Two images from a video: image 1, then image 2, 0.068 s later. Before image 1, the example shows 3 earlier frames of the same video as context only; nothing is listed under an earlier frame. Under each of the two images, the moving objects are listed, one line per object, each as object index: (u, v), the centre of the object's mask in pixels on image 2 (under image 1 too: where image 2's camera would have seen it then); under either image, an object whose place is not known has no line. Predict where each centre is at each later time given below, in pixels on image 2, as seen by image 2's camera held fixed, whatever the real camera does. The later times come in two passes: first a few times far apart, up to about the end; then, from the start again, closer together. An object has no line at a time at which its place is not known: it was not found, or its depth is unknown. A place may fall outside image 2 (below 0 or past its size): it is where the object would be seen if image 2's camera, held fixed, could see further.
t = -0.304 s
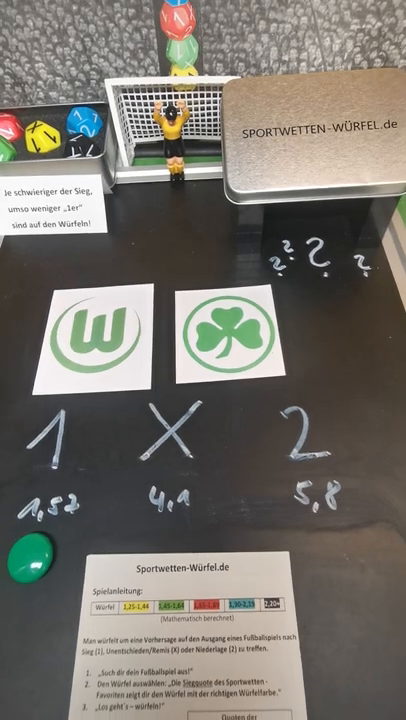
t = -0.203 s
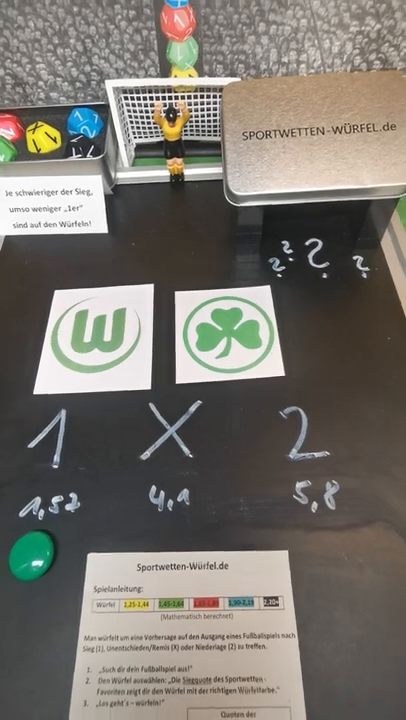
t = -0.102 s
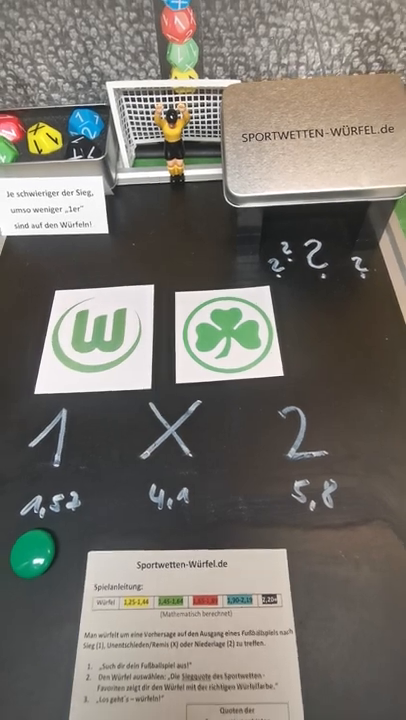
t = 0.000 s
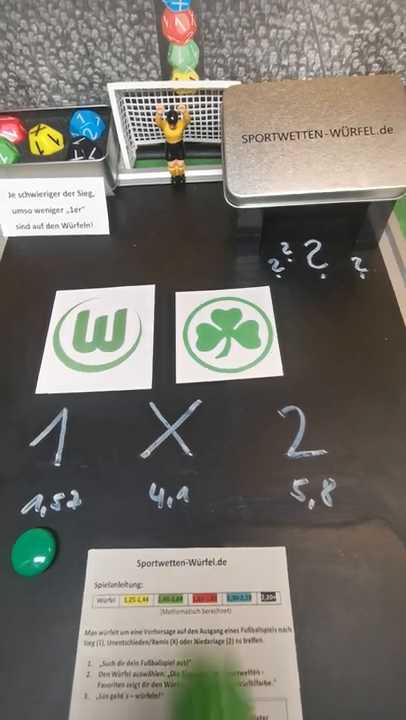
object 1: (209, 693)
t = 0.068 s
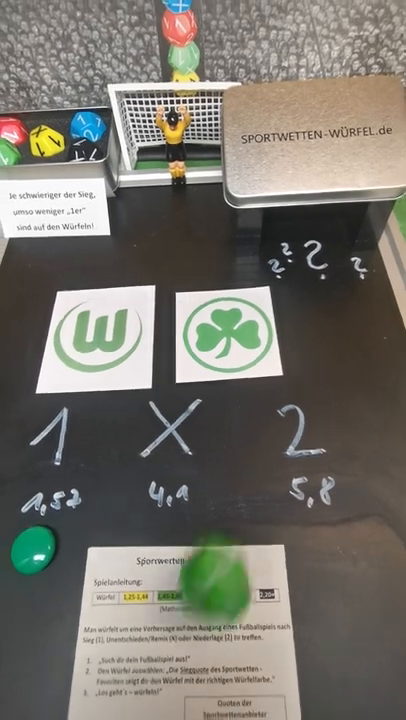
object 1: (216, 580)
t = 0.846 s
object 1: (221, 272)
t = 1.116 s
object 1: (230, 258)
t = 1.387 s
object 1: (229, 264)
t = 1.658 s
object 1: (223, 265)
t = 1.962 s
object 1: (224, 263)
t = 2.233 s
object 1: (224, 263)
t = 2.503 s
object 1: (224, 264)
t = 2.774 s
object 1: (224, 264)
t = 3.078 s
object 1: (224, 264)
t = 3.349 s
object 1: (223, 264)
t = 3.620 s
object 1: (224, 264)
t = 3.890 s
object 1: (224, 264)
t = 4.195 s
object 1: (224, 264)
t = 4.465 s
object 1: (224, 264)
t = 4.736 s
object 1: (224, 264)
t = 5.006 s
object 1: (224, 263)
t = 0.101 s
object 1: (224, 534)
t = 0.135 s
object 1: (232, 503)
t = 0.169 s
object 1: (237, 482)
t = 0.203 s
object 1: (239, 459)
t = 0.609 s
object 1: (188, 314)
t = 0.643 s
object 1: (191, 307)
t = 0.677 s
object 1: (192, 299)
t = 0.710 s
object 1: (199, 291)
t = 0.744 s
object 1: (205, 286)
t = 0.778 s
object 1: (212, 280)
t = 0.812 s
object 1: (218, 276)
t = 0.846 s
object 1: (221, 272)
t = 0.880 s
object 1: (224, 269)
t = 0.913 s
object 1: (226, 266)
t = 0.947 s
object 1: (231, 260)
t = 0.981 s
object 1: (234, 256)
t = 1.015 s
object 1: (234, 256)
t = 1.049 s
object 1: (233, 256)
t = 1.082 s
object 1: (231, 256)
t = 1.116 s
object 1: (230, 258)
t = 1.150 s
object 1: (227, 261)
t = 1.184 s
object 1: (222, 263)
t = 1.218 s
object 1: (218, 262)
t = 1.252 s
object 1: (216, 261)
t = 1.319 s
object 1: (219, 263)
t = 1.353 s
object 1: (224, 264)
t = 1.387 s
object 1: (229, 264)
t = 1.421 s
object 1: (229, 265)
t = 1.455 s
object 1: (226, 266)
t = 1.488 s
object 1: (223, 263)
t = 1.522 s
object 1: (223, 260)
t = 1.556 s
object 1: (225, 260)
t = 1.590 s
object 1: (225, 263)
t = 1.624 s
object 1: (221, 265)
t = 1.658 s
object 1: (223, 265)
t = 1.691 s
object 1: (226, 262)
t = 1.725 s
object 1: (225, 261)
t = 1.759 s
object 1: (223, 264)
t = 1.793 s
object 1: (224, 265)
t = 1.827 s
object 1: (225, 264)
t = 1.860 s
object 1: (223, 262)
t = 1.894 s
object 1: (223, 263)
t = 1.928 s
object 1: (225, 264)
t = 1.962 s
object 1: (224, 263)
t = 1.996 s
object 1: (223, 264)
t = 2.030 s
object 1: (224, 263)
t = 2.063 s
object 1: (224, 263)
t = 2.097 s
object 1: (224, 264)
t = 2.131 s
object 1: (224, 263)
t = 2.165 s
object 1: (224, 263)
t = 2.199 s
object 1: (224, 264)
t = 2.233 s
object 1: (224, 263)
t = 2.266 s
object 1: (224, 264)
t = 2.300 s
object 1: (224, 263)
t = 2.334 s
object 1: (224, 263)
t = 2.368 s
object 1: (224, 264)
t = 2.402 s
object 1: (224, 264)
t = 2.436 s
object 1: (224, 264)
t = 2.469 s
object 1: (224, 264)
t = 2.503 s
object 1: (224, 264)
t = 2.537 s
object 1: (224, 264)
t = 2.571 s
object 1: (224, 264)
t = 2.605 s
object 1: (224, 264)
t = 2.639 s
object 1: (224, 264)
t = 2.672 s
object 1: (223, 264)
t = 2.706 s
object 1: (224, 264)
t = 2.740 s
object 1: (224, 264)
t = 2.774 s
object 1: (224, 264)
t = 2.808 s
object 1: (223, 264)
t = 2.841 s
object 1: (224, 264)
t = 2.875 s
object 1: (224, 264)
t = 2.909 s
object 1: (224, 264)
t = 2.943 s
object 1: (224, 264)
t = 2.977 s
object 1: (224, 264)
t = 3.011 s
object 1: (224, 264)
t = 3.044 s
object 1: (224, 264)
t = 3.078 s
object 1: (224, 264)
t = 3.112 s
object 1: (224, 264)
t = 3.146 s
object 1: (224, 264)
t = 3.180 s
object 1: (224, 264)
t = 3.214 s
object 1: (224, 264)
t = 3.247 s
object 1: (224, 264)
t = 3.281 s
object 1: (224, 264)
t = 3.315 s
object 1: (223, 264)
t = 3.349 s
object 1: (223, 264)
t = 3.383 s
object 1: (223, 264)
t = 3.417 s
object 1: (223, 264)
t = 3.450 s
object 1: (224, 264)
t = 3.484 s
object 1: (224, 264)
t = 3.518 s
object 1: (224, 264)
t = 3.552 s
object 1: (224, 264)
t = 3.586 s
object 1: (224, 264)
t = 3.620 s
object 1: (224, 264)
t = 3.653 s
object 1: (224, 264)
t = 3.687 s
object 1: (224, 264)
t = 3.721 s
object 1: (224, 264)
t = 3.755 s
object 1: (224, 264)
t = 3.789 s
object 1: (224, 264)
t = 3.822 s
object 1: (224, 264)
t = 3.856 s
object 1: (224, 264)
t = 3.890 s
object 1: (224, 264)
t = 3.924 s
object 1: (224, 264)
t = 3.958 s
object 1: (224, 264)
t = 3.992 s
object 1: (224, 264)
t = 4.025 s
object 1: (224, 264)
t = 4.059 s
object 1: (224, 264)
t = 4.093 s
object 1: (224, 264)
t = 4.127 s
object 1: (224, 264)
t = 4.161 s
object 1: (224, 264)
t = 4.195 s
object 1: (224, 264)
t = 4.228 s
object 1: (224, 264)
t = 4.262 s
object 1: (224, 264)
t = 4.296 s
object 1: (224, 264)
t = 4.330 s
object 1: (224, 264)
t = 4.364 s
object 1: (224, 264)
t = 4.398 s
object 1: (223, 264)
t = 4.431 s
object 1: (224, 264)
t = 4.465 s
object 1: (224, 264)
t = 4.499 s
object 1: (224, 264)
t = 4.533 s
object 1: (224, 264)
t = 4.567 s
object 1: (224, 263)
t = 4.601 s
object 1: (224, 264)
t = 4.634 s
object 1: (224, 264)
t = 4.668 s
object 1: (224, 264)
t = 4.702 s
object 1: (224, 264)
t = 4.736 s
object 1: (224, 264)
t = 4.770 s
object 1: (224, 264)
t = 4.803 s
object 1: (224, 264)
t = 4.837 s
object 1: (224, 264)
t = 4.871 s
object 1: (224, 264)
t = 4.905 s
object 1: (224, 264)
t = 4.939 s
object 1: (224, 264)
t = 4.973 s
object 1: (224, 264)
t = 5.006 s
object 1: (224, 263)
